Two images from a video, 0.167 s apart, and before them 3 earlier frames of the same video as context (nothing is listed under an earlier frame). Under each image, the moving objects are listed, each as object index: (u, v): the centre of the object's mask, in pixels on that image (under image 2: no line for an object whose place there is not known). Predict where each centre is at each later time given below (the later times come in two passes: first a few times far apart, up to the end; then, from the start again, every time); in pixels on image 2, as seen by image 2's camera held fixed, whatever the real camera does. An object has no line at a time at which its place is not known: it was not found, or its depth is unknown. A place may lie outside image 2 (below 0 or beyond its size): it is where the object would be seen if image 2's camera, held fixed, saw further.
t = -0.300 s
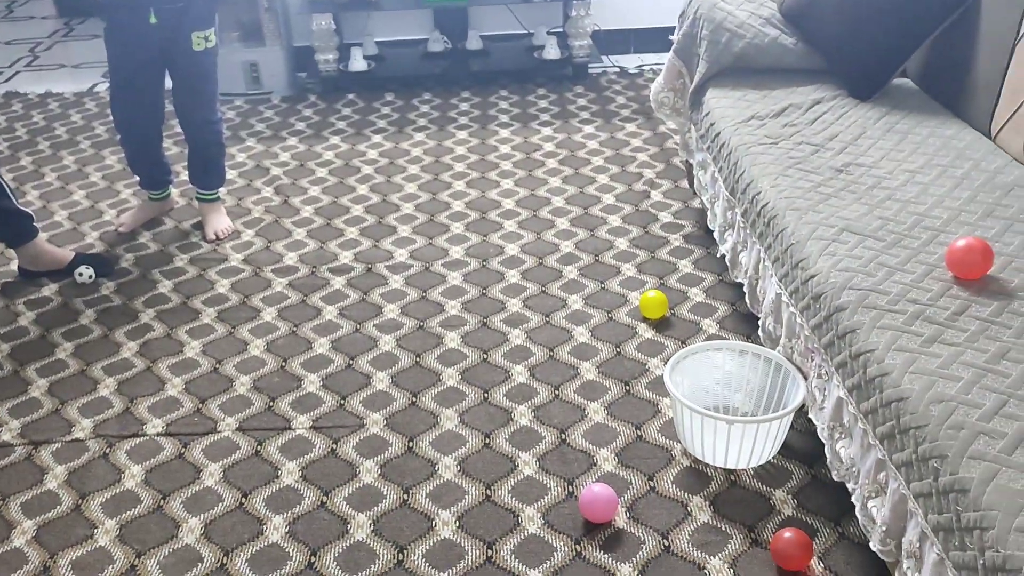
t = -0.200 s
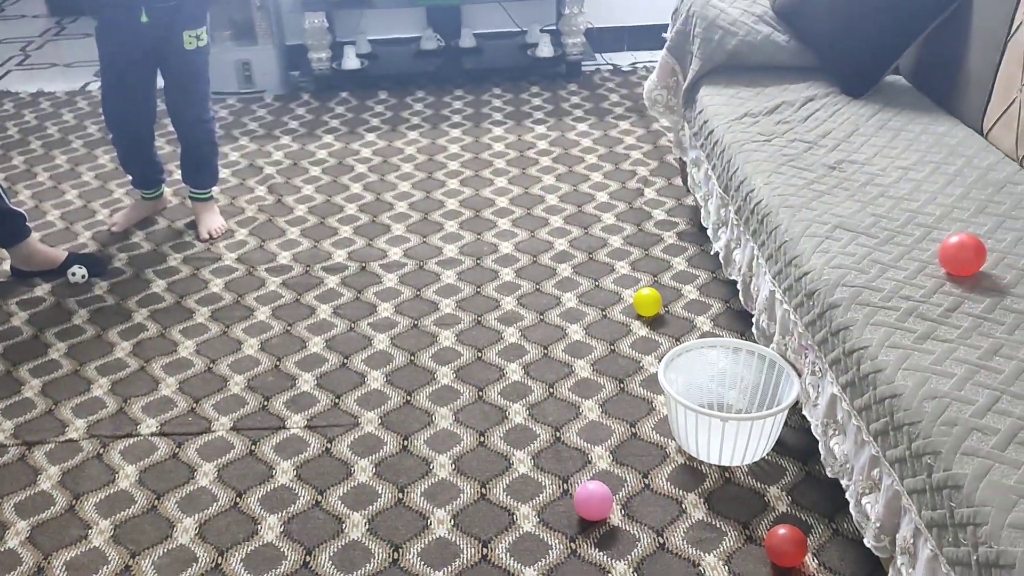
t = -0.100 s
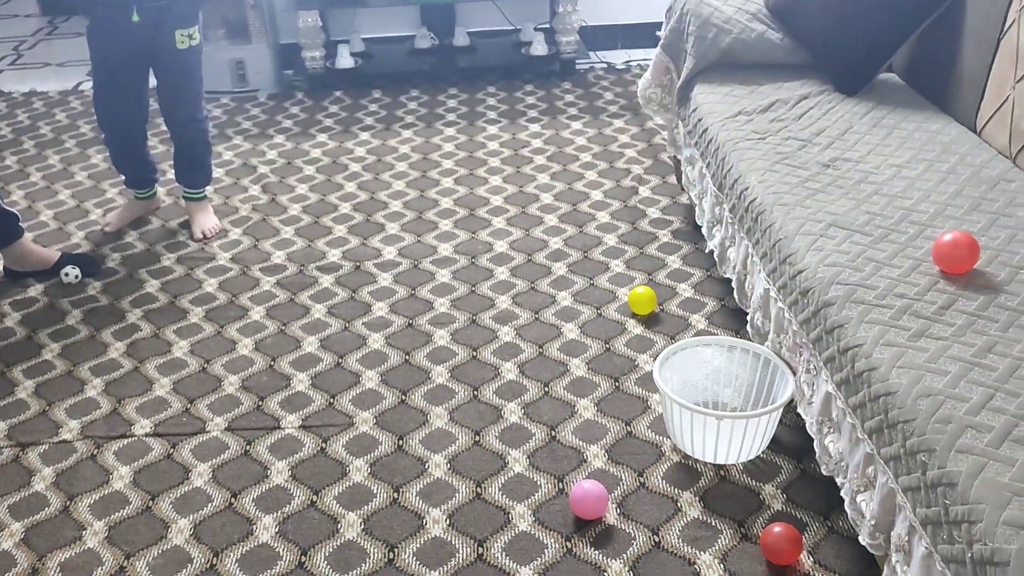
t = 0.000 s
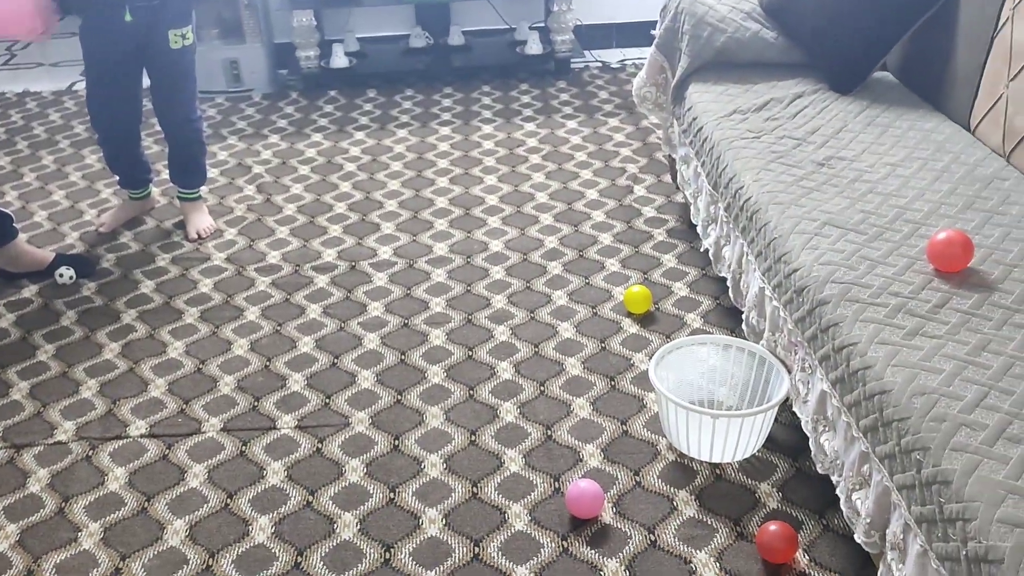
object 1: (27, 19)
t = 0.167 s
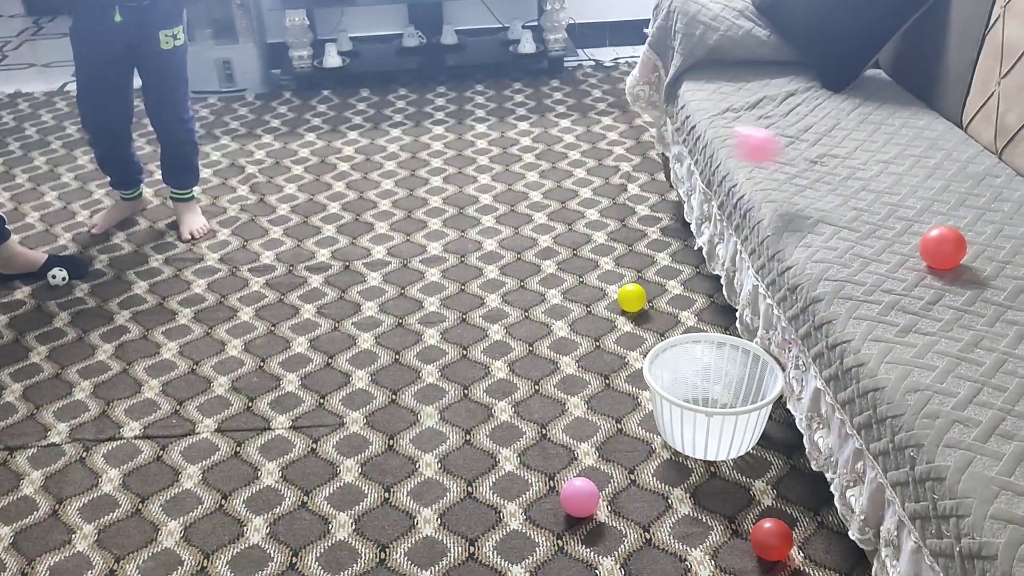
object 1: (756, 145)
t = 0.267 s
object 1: (936, 120)
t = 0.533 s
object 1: (857, 35)
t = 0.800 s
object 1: (772, 79)
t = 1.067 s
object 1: (751, 75)
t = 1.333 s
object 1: (733, 70)
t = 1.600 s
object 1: (726, 76)
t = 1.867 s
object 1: (723, 84)
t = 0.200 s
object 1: (842, 170)
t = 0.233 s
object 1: (891, 144)
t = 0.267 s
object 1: (936, 120)
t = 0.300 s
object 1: (978, 103)
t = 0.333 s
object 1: (967, 78)
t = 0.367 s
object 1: (950, 57)
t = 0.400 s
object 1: (933, 43)
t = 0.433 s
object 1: (914, 34)
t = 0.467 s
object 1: (895, 29)
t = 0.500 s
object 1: (875, 29)
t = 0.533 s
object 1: (857, 35)
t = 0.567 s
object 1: (838, 45)
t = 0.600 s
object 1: (819, 58)
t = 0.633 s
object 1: (801, 75)
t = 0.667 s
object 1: (784, 96)
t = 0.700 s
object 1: (779, 93)
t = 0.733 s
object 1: (777, 84)
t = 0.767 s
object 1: (774, 79)
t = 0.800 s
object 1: (772, 79)
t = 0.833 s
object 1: (769, 83)
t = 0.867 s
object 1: (766, 81)
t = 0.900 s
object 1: (765, 79)
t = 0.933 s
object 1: (763, 80)
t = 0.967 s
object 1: (761, 80)
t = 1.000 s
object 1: (758, 78)
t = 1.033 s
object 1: (755, 77)
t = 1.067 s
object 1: (751, 75)
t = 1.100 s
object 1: (748, 74)
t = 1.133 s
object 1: (746, 72)
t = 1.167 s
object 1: (743, 71)
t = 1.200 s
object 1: (741, 70)
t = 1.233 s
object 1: (739, 70)
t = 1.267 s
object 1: (737, 69)
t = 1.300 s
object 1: (735, 70)
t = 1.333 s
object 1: (733, 70)
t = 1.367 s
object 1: (732, 70)
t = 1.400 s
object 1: (730, 70)
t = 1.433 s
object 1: (729, 71)
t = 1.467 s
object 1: (729, 71)
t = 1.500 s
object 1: (728, 72)
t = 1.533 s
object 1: (728, 74)
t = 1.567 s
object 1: (727, 75)
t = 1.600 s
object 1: (726, 76)
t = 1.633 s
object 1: (726, 77)
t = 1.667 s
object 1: (726, 78)
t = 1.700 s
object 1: (725, 79)
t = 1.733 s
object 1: (725, 80)
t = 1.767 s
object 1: (724, 82)
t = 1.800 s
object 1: (724, 82)
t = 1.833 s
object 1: (724, 84)
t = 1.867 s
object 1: (723, 84)
